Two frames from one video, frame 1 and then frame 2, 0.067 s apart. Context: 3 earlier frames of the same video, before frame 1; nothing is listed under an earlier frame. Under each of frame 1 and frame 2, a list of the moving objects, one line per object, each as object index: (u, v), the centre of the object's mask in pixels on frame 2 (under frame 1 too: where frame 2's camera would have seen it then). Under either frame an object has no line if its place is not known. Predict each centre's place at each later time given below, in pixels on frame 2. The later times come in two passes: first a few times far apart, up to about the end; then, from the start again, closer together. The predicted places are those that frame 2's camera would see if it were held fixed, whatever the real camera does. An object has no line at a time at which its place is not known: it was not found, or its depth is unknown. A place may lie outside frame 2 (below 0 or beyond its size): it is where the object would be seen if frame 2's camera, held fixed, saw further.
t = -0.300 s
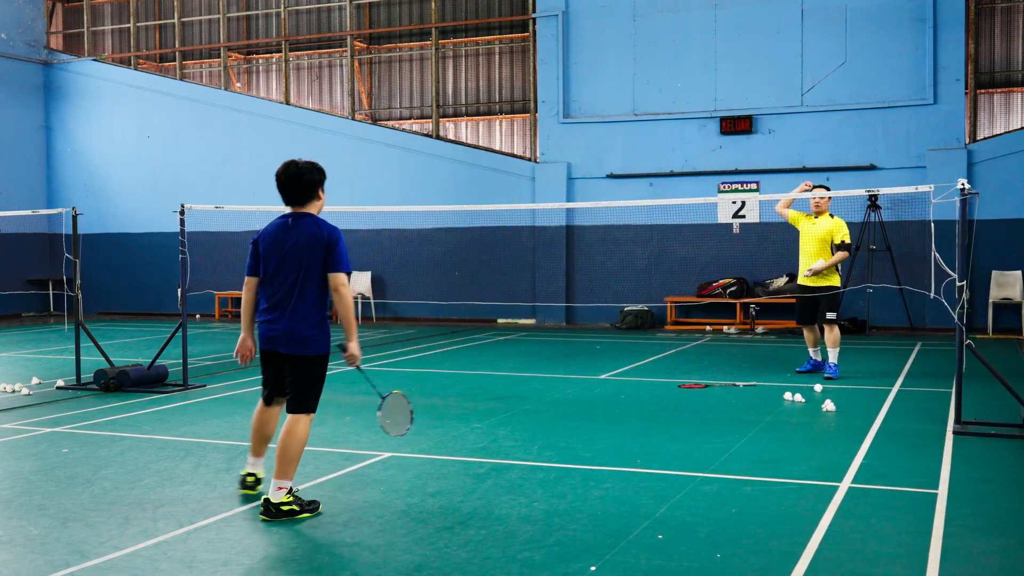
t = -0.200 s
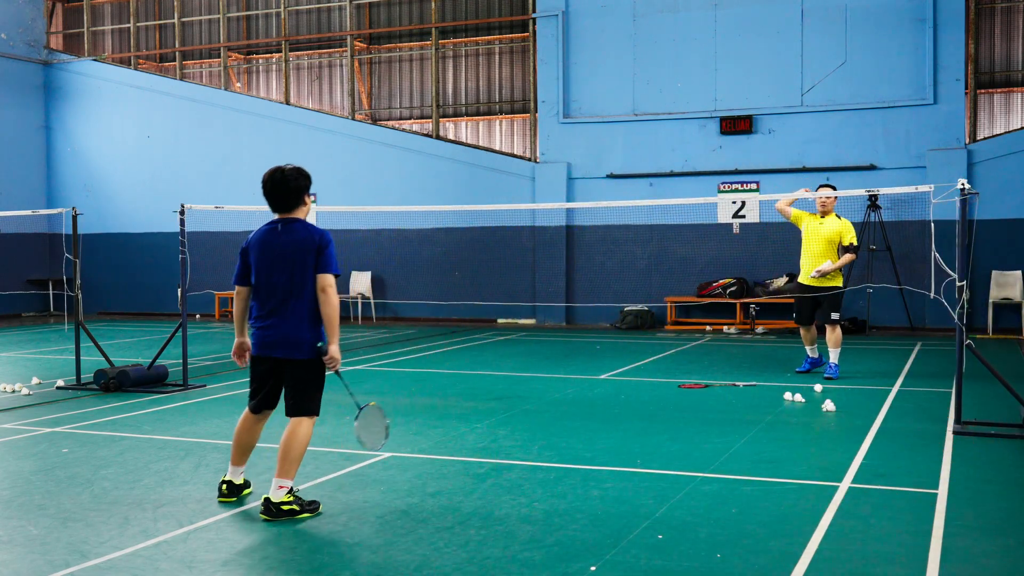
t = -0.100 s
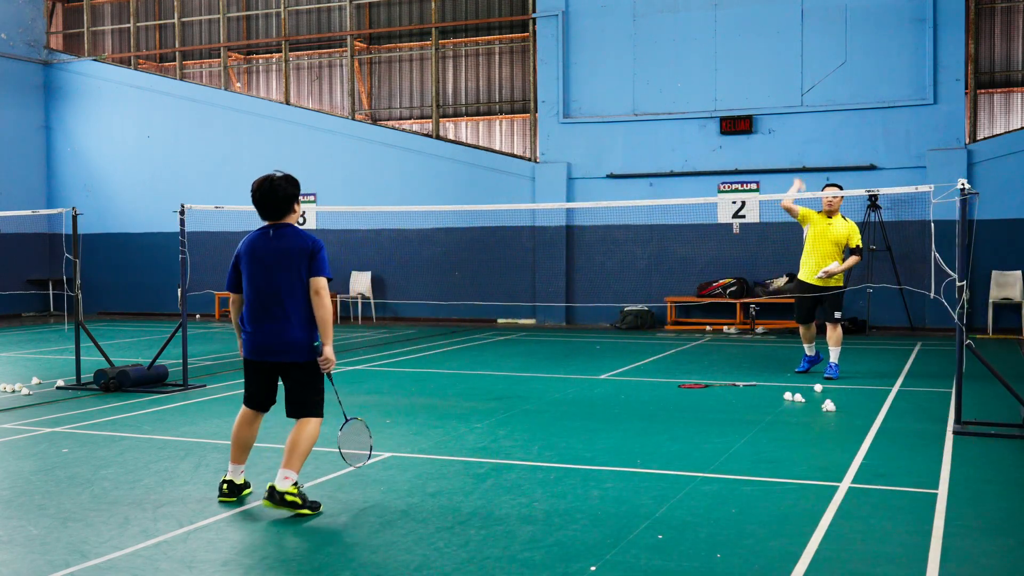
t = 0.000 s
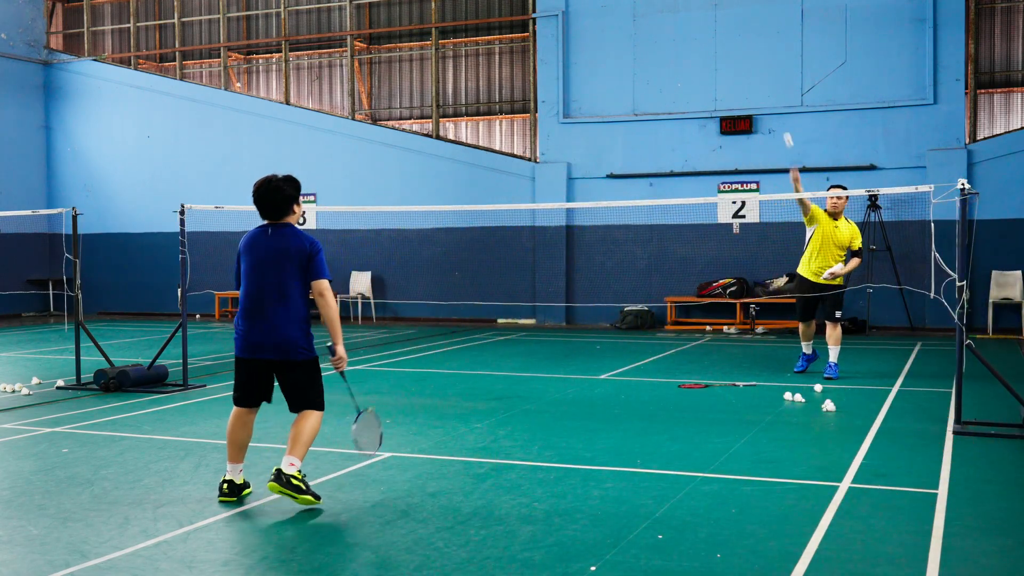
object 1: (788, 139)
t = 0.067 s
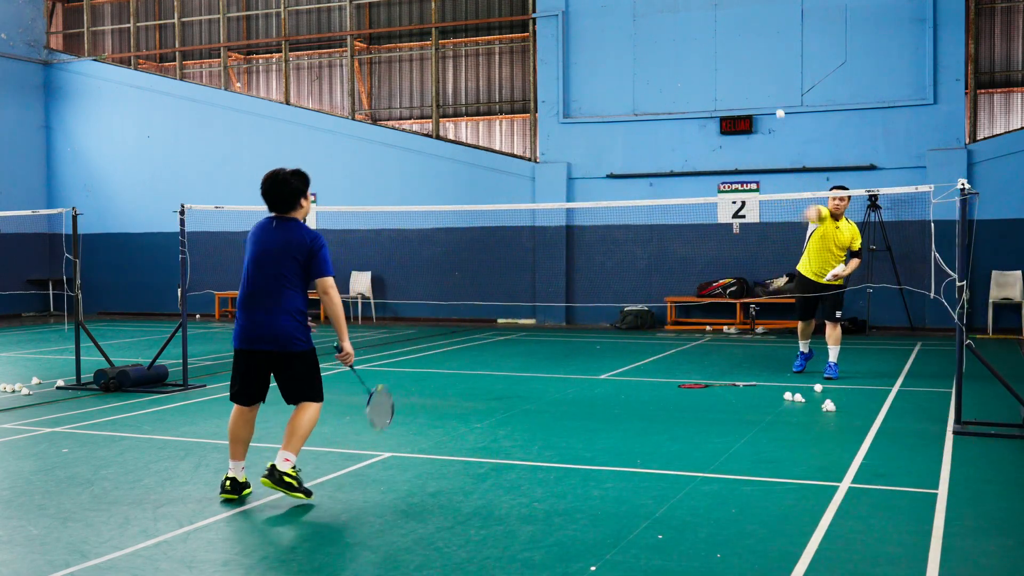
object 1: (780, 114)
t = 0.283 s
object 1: (752, 75)
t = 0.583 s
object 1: (710, 133)
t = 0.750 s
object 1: (685, 236)
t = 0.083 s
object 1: (778, 110)
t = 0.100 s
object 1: (776, 106)
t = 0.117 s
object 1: (774, 102)
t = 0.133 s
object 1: (772, 98)
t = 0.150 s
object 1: (770, 94)
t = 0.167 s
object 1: (768, 90)
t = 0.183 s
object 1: (765, 87)
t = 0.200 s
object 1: (763, 84)
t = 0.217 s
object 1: (761, 81)
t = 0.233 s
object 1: (759, 79)
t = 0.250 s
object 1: (757, 77)
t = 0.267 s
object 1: (754, 76)
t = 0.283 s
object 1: (752, 75)
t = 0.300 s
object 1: (750, 75)
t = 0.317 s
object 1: (748, 75)
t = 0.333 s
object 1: (746, 75)
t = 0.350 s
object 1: (744, 76)
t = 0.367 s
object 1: (742, 77)
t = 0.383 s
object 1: (739, 79)
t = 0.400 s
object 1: (737, 81)
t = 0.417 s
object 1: (734, 83)
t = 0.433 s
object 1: (732, 86)
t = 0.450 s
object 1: (730, 89)
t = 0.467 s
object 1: (728, 92)
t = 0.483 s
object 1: (725, 96)
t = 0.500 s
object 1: (723, 101)
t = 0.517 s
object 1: (720, 107)
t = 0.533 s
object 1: (718, 112)
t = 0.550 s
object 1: (715, 119)
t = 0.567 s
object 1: (713, 126)
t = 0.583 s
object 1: (710, 133)
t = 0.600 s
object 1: (708, 141)
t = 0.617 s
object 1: (705, 149)
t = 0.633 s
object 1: (702, 158)
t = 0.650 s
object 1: (700, 167)
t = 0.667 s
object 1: (697, 177)
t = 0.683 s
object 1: (695, 187)
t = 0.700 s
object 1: (692, 198)
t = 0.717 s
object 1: (690, 211)
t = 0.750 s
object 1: (685, 236)
